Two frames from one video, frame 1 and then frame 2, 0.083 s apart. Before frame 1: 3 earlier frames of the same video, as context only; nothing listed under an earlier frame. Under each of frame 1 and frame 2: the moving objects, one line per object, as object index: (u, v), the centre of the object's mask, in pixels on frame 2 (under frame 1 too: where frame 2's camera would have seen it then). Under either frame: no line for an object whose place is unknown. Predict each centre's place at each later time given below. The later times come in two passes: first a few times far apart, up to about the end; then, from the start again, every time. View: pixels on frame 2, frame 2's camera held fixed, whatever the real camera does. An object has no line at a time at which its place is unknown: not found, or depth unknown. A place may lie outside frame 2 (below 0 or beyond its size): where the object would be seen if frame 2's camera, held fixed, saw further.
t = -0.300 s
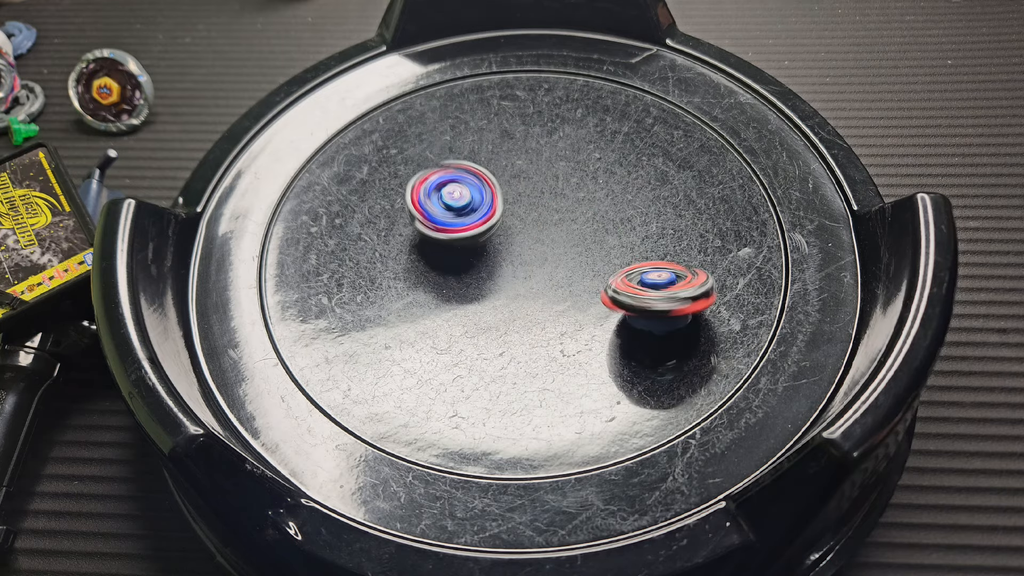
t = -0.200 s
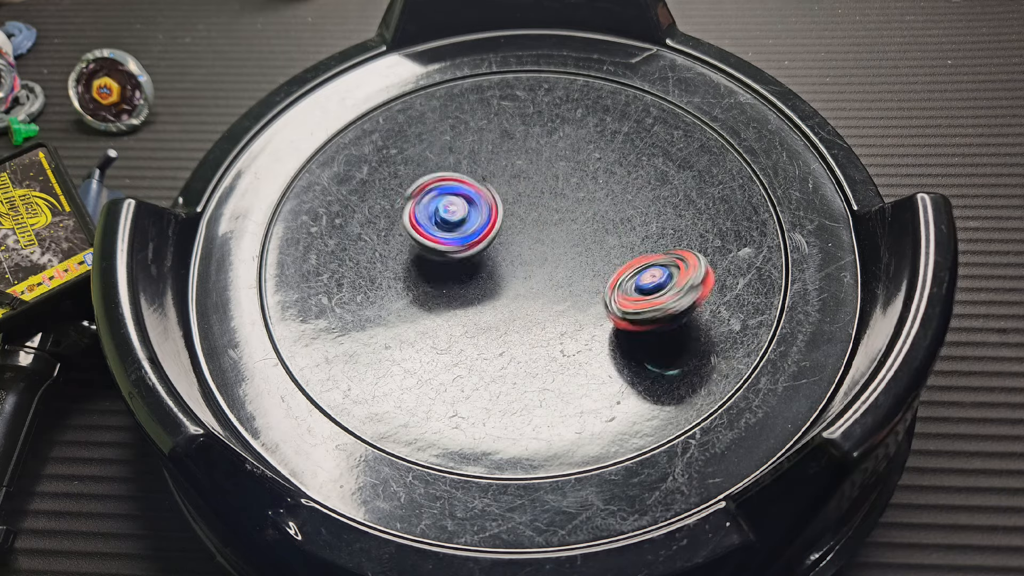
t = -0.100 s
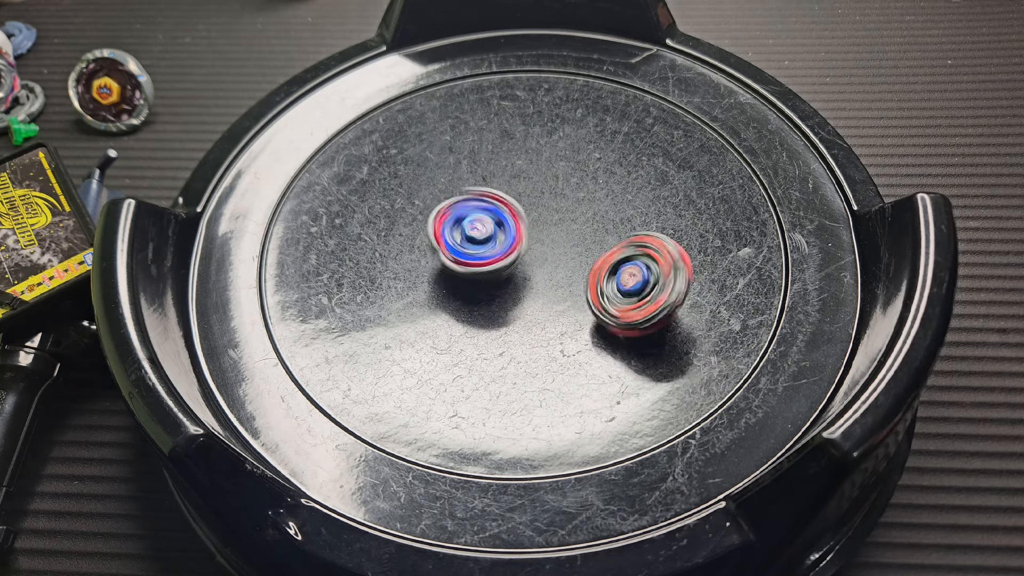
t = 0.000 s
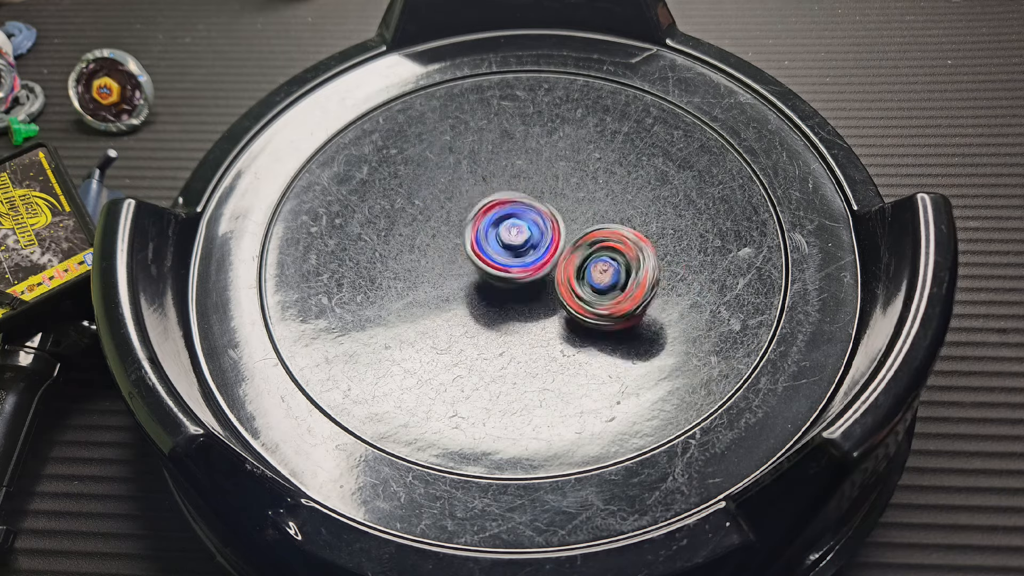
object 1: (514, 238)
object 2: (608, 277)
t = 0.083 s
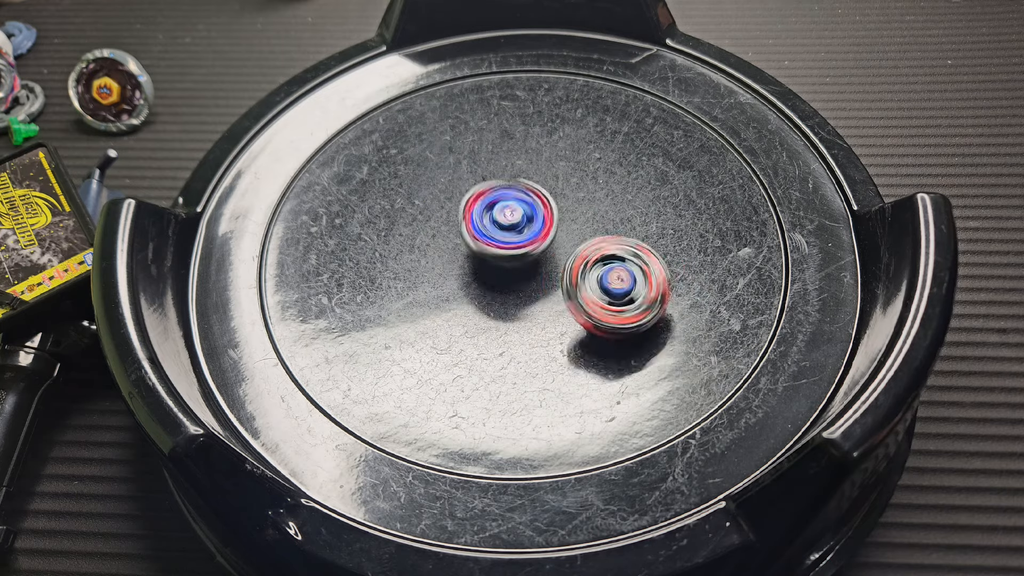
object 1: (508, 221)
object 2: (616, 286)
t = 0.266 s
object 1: (517, 210)
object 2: (582, 282)
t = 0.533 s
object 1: (508, 201)
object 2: (568, 279)
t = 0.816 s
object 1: (483, 223)
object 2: (549, 286)
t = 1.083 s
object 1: (498, 231)
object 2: (562, 292)
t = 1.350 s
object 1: (481, 207)
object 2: (539, 284)
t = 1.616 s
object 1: (482, 214)
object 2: (531, 278)
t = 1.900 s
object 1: (477, 202)
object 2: (563, 255)
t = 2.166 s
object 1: (458, 208)
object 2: (558, 216)
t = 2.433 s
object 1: (434, 219)
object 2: (537, 218)
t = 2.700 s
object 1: (458, 245)
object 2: (551, 238)
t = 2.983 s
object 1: (465, 249)
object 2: (553, 252)
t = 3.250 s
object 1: (467, 249)
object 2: (555, 244)
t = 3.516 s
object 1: (467, 249)
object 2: (555, 246)
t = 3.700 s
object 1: (466, 249)
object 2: (554, 248)
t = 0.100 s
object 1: (508, 218)
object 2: (613, 286)
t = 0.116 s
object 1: (508, 216)
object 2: (610, 286)
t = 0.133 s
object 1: (509, 215)
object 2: (605, 285)
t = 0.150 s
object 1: (511, 214)
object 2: (601, 285)
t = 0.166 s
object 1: (511, 214)
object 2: (597, 285)
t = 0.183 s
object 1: (512, 213)
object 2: (594, 285)
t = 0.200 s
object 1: (513, 212)
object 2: (591, 284)
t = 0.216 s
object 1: (513, 211)
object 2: (588, 284)
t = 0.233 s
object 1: (515, 211)
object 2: (586, 283)
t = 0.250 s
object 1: (516, 211)
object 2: (584, 282)
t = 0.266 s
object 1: (517, 210)
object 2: (582, 282)
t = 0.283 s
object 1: (517, 211)
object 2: (580, 281)
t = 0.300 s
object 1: (517, 212)
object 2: (580, 280)
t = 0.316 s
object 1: (518, 211)
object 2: (579, 280)
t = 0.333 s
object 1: (520, 212)
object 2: (578, 279)
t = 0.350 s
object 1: (520, 211)
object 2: (577, 279)
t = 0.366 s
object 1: (520, 212)
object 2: (578, 279)
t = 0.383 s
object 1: (519, 210)
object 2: (577, 279)
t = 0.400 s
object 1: (519, 210)
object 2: (578, 279)
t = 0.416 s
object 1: (520, 209)
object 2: (578, 278)
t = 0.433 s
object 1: (520, 209)
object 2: (577, 277)
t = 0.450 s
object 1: (519, 207)
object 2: (575, 276)
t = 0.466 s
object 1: (518, 210)
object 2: (571, 274)
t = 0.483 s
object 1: (516, 209)
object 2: (570, 275)
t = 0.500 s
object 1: (512, 205)
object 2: (570, 276)
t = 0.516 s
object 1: (510, 203)
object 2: (568, 279)
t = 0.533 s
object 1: (508, 201)
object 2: (568, 279)
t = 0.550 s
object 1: (506, 202)
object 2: (566, 279)
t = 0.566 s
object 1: (503, 202)
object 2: (566, 281)
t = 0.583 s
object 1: (500, 203)
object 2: (564, 280)
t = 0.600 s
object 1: (496, 204)
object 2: (563, 280)
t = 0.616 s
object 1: (495, 206)
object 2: (561, 279)
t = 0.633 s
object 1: (493, 208)
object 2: (559, 278)
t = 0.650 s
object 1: (491, 208)
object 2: (556, 276)
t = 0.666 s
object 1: (490, 212)
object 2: (554, 276)
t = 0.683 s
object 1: (487, 212)
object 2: (551, 277)
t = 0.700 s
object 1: (486, 214)
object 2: (552, 281)
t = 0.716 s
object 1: (486, 213)
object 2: (552, 282)
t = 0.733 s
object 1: (486, 216)
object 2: (552, 285)
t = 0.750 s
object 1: (485, 216)
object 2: (550, 285)
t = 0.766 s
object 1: (484, 218)
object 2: (549, 286)
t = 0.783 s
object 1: (483, 220)
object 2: (548, 285)
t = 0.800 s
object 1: (482, 223)
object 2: (548, 286)
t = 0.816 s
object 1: (483, 223)
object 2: (549, 286)
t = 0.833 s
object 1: (484, 226)
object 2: (551, 287)
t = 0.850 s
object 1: (485, 226)
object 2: (554, 289)
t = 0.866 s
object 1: (485, 228)
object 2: (554, 290)
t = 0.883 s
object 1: (486, 229)
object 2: (555, 291)
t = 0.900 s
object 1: (486, 231)
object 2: (555, 291)
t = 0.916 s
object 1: (487, 231)
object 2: (553, 292)
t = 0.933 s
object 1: (489, 232)
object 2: (555, 292)
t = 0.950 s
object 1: (488, 232)
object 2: (559, 293)
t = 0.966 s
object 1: (488, 231)
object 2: (561, 294)
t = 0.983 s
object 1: (488, 231)
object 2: (563, 294)
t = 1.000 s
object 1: (490, 231)
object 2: (564, 295)
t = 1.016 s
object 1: (491, 232)
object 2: (564, 294)
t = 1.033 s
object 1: (492, 231)
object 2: (563, 293)
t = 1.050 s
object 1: (495, 232)
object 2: (562, 292)
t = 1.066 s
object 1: (497, 231)
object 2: (562, 289)
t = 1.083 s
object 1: (498, 231)
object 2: (562, 292)
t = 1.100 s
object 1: (497, 228)
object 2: (564, 292)
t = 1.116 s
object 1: (496, 225)
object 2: (564, 291)
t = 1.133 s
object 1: (495, 223)
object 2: (565, 290)
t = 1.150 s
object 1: (495, 220)
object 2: (564, 287)
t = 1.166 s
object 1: (494, 220)
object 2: (563, 286)
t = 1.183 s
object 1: (493, 217)
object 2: (561, 283)
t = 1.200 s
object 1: (492, 214)
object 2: (557, 282)
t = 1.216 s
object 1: (491, 215)
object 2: (553, 281)
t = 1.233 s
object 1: (489, 213)
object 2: (549, 280)
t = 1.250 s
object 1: (487, 212)
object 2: (547, 282)
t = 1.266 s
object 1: (487, 209)
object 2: (546, 282)
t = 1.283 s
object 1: (485, 209)
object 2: (545, 284)
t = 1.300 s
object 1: (484, 208)
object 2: (543, 283)
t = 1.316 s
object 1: (483, 206)
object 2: (542, 283)
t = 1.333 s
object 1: (482, 207)
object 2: (540, 284)
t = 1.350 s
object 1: (481, 207)
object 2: (539, 284)
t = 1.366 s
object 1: (480, 208)
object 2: (537, 285)
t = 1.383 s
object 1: (480, 207)
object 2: (535, 285)
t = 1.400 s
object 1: (480, 208)
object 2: (534, 284)
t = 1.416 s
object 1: (479, 208)
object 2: (534, 285)
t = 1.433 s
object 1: (480, 209)
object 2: (532, 284)
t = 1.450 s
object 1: (480, 211)
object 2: (531, 284)
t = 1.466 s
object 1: (481, 212)
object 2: (530, 283)
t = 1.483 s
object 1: (480, 212)
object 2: (531, 283)
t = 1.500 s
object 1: (480, 211)
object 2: (533, 284)
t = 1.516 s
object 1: (480, 211)
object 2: (533, 285)
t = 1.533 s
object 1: (481, 210)
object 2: (534, 285)
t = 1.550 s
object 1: (481, 210)
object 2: (533, 285)
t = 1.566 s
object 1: (481, 212)
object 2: (533, 284)
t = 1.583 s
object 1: (482, 211)
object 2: (533, 281)
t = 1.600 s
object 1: (482, 213)
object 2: (532, 279)
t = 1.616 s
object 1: (482, 214)
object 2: (531, 278)
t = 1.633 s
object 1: (484, 213)
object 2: (531, 276)
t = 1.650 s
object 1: (483, 211)
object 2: (534, 278)
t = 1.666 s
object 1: (483, 208)
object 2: (538, 277)
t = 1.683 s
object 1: (483, 205)
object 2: (541, 277)
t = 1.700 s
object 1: (483, 207)
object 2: (544, 275)
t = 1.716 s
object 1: (484, 207)
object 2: (547, 278)
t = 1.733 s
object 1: (484, 207)
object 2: (549, 275)
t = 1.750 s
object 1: (483, 208)
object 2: (550, 272)
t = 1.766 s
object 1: (482, 206)
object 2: (550, 271)
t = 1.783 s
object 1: (484, 207)
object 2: (549, 269)
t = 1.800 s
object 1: (486, 207)
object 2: (548, 265)
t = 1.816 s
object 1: (486, 206)
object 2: (549, 263)
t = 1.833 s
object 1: (485, 205)
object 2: (553, 265)
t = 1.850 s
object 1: (483, 204)
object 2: (557, 262)
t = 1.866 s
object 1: (481, 202)
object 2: (560, 259)
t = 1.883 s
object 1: (479, 202)
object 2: (562, 256)
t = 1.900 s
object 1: (477, 202)
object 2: (563, 255)
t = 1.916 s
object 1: (476, 201)
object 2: (563, 252)
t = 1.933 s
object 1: (476, 201)
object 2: (563, 248)
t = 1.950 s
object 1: (475, 201)
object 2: (562, 244)
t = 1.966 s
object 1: (475, 201)
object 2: (559, 241)
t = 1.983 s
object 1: (473, 201)
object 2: (560, 239)
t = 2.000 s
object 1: (470, 202)
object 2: (560, 236)
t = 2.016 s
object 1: (469, 203)
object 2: (560, 233)
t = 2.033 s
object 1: (468, 204)
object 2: (559, 229)
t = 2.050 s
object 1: (467, 205)
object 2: (557, 225)
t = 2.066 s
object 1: (464, 204)
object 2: (557, 224)
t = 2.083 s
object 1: (461, 205)
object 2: (559, 223)
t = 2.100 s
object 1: (458, 206)
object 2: (560, 222)
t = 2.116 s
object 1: (457, 205)
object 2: (561, 220)
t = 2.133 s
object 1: (457, 205)
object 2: (561, 218)
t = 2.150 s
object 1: (458, 206)
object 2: (560, 217)
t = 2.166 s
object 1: (458, 208)
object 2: (558, 216)
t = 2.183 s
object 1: (458, 209)
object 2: (554, 216)
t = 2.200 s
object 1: (456, 212)
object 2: (552, 215)
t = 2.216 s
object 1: (453, 214)
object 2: (553, 215)
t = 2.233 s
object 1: (449, 215)
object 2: (552, 214)
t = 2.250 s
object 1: (446, 216)
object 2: (552, 214)
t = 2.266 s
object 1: (443, 217)
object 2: (550, 214)
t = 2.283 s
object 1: (440, 217)
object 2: (549, 215)
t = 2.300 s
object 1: (440, 217)
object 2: (546, 215)
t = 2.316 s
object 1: (440, 217)
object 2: (543, 215)
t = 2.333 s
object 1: (441, 217)
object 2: (539, 215)
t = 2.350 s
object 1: (438, 217)
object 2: (540, 215)
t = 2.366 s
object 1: (434, 216)
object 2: (540, 216)
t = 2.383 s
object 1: (433, 217)
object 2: (540, 217)
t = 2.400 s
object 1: (433, 217)
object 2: (538, 217)
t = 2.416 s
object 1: (434, 218)
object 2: (537, 218)
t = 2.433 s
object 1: (434, 219)
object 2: (537, 218)
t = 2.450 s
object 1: (434, 221)
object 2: (536, 219)
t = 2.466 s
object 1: (435, 223)
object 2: (536, 220)
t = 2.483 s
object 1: (436, 224)
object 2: (536, 221)
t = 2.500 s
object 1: (437, 226)
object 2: (536, 223)
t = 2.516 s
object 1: (438, 228)
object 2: (537, 224)
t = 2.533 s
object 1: (440, 232)
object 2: (538, 225)
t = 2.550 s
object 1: (442, 234)
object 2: (539, 227)
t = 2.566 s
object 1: (444, 236)
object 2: (540, 228)
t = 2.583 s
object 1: (445, 239)
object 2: (541, 228)
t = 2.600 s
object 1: (447, 242)
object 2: (542, 230)
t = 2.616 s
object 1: (449, 243)
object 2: (542, 231)
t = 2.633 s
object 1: (452, 245)
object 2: (544, 233)
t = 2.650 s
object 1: (453, 245)
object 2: (547, 233)
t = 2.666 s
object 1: (455, 245)
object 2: (548, 235)
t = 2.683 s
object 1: (457, 245)
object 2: (550, 237)
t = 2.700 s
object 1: (458, 245)
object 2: (551, 238)
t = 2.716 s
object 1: (460, 245)
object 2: (551, 239)
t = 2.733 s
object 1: (461, 246)
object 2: (550, 241)
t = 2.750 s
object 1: (462, 246)
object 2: (551, 243)
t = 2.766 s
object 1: (463, 247)
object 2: (552, 245)
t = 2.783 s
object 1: (464, 248)
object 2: (553, 246)
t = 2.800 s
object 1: (464, 248)
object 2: (553, 248)
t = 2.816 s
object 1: (465, 249)
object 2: (554, 249)
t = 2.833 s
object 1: (465, 249)
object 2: (553, 250)
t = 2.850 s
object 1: (465, 249)
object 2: (553, 251)
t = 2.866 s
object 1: (465, 249)
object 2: (553, 252)
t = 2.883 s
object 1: (465, 249)
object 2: (553, 253)
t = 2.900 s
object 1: (465, 249)
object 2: (553, 253)
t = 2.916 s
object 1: (465, 249)
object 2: (553, 253)
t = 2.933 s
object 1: (465, 249)
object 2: (553, 253)
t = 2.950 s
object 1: (465, 249)
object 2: (553, 253)
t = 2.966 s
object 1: (465, 249)
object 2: (553, 253)
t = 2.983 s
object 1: (465, 249)
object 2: (553, 252)
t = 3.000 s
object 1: (465, 249)
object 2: (553, 252)
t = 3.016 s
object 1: (465, 249)
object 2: (553, 251)
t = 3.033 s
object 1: (465, 249)
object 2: (553, 251)
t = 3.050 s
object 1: (466, 249)
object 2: (554, 250)
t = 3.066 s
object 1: (466, 249)
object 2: (554, 250)
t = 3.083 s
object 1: (466, 249)
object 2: (554, 249)
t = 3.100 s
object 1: (466, 249)
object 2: (554, 248)
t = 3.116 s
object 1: (466, 249)
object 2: (555, 248)
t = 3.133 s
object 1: (467, 249)
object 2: (555, 247)
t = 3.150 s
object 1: (467, 249)
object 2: (555, 246)
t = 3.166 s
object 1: (467, 249)
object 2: (555, 246)
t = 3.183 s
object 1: (467, 249)
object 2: (555, 245)
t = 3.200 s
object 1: (467, 249)
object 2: (555, 245)
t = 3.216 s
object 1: (467, 249)
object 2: (555, 244)
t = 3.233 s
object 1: (467, 249)
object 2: (555, 244)
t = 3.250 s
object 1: (467, 249)
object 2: (555, 244)
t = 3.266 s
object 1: (467, 249)
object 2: (555, 243)
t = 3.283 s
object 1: (467, 249)
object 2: (555, 243)
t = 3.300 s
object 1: (467, 249)
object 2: (555, 243)
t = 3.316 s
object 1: (467, 249)
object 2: (555, 243)
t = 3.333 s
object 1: (467, 249)
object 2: (555, 243)
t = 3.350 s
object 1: (467, 249)
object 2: (555, 243)
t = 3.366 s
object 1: (467, 249)
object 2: (555, 243)
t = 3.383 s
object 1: (467, 249)
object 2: (555, 243)
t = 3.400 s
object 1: (467, 249)
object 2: (555, 244)
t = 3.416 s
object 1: (467, 249)
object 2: (555, 244)
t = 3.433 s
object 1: (467, 249)
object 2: (555, 244)
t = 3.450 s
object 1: (467, 249)
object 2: (555, 245)
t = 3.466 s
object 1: (467, 249)
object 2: (555, 245)
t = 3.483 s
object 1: (467, 249)
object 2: (555, 245)
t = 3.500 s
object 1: (467, 249)
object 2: (555, 246)
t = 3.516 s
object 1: (467, 249)
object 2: (555, 246)
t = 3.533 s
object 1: (467, 249)
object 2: (555, 246)
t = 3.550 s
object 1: (467, 249)
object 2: (554, 247)
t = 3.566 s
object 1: (467, 249)
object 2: (554, 247)
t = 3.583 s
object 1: (467, 249)
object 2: (554, 247)
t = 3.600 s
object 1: (467, 249)
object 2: (554, 248)
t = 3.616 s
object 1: (466, 249)
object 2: (554, 248)
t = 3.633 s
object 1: (466, 249)
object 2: (554, 248)
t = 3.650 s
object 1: (466, 249)
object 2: (554, 249)
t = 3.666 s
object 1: (466, 249)
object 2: (554, 248)
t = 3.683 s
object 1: (466, 249)
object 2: (554, 248)
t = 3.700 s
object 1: (466, 249)
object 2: (554, 248)
